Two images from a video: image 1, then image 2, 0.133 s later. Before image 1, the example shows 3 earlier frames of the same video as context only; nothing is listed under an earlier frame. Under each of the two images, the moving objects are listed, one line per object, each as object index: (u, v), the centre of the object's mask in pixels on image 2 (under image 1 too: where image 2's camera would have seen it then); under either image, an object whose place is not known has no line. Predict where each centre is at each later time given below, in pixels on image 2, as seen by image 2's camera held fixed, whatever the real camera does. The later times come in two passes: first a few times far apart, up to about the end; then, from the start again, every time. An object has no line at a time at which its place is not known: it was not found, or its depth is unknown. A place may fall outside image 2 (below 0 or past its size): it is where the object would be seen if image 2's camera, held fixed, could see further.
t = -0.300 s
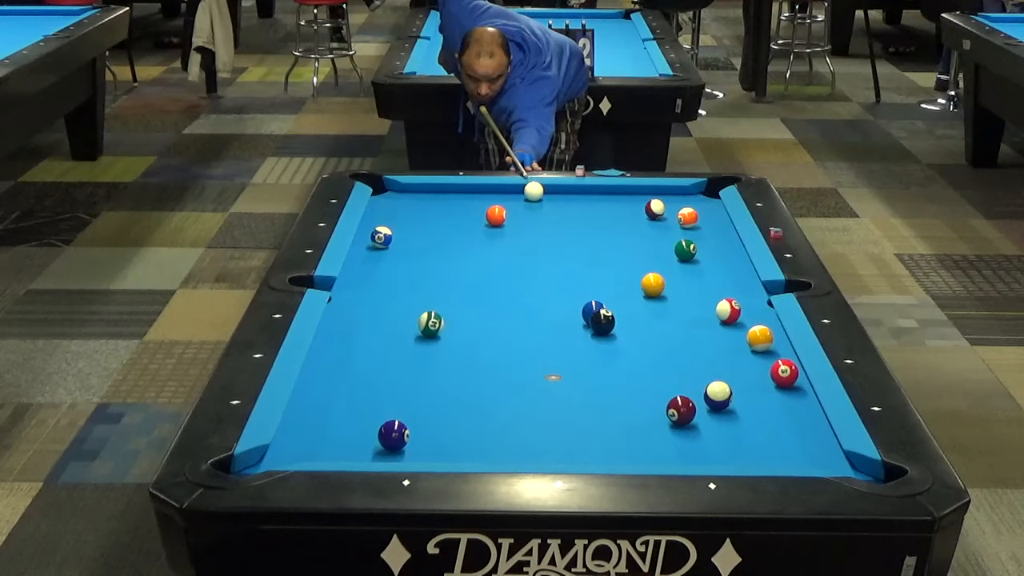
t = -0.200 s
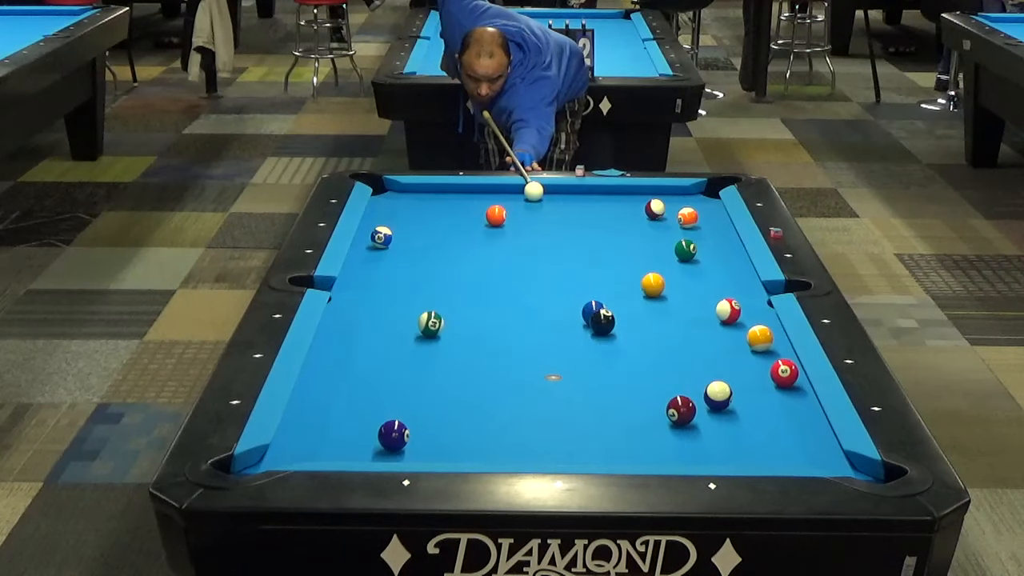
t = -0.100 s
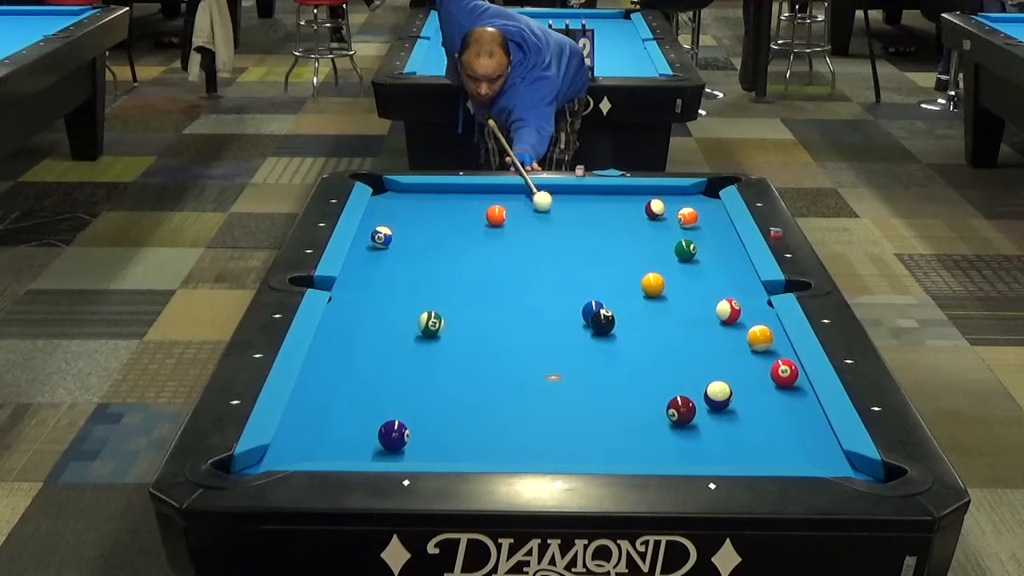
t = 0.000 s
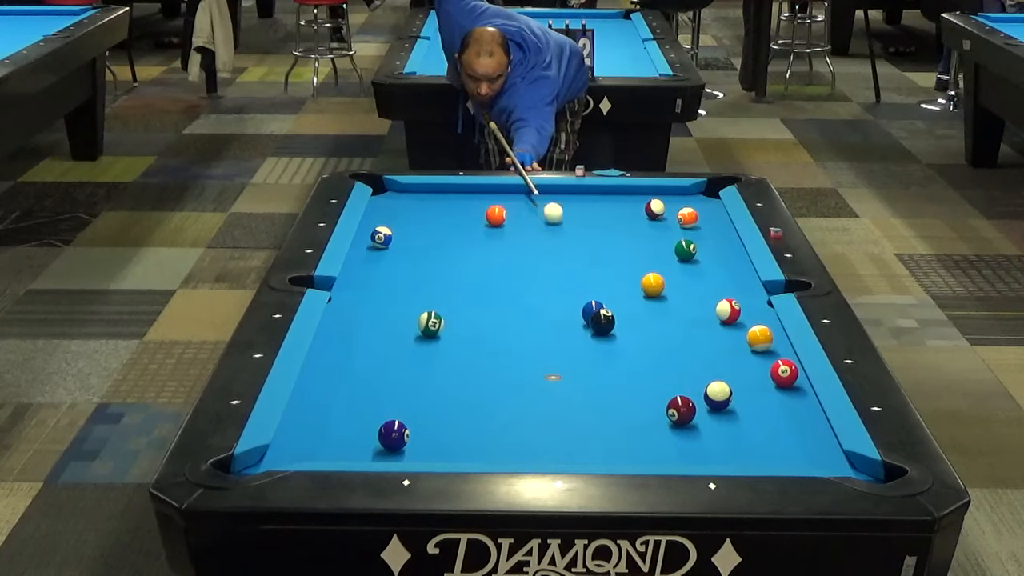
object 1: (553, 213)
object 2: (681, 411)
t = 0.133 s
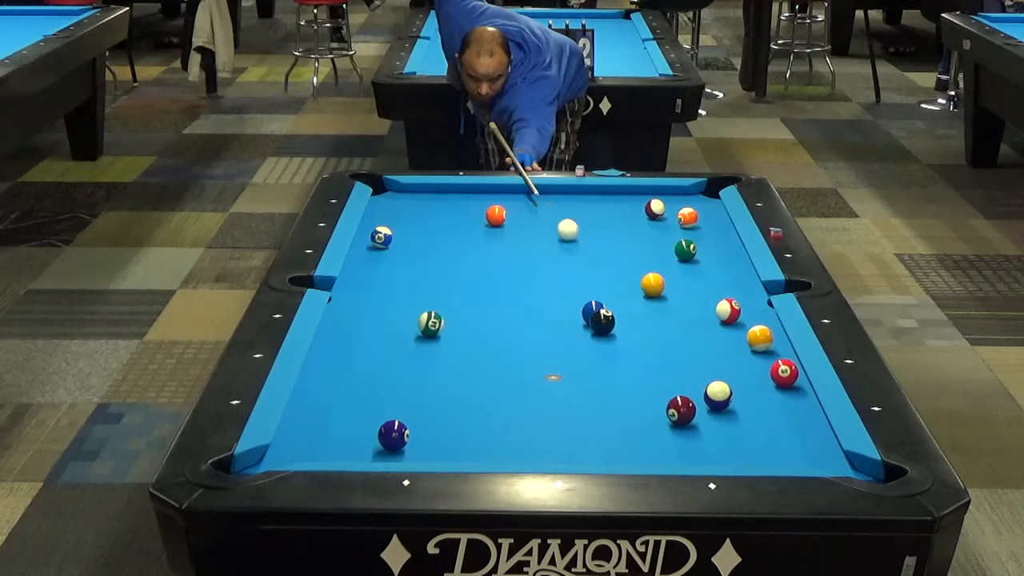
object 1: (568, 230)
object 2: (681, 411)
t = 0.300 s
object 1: (588, 253)
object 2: (681, 411)
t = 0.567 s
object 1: (624, 294)
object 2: (681, 411)
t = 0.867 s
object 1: (672, 349)
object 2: (681, 411)
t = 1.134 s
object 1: (699, 388)
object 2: (681, 411)
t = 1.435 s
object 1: (697, 400)
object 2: (678, 414)
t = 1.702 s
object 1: (700, 405)
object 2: (672, 421)
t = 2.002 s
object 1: (704, 407)
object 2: (666, 429)
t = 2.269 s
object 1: (704, 408)
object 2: (662, 434)
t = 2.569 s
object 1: (703, 408)
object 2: (658, 439)
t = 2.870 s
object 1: (703, 407)
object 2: (656, 442)
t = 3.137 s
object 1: (703, 407)
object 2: (656, 444)
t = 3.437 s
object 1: (703, 407)
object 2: (655, 444)
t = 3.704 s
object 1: (703, 408)
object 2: (655, 444)
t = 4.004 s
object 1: (703, 407)
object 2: (655, 444)
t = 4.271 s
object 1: (703, 407)
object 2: (655, 444)
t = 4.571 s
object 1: (703, 407)
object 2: (655, 444)
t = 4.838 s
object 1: (703, 407)
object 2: (655, 444)
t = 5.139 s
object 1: (703, 407)
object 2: (655, 444)
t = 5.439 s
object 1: (703, 407)
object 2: (655, 444)
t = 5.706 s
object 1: (703, 407)
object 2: (655, 444)
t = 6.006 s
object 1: (703, 407)
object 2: (655, 444)
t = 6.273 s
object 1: (703, 407)
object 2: (655, 444)
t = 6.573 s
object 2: (655, 444)
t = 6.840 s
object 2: (655, 444)
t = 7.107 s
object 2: (655, 444)
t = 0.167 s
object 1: (571, 234)
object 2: (681, 411)
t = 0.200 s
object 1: (575, 239)
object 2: (681, 411)
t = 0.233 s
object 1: (580, 243)
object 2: (681, 411)
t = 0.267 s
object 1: (583, 248)
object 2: (681, 411)
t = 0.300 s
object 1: (588, 253)
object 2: (681, 411)
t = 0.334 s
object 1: (592, 258)
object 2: (681, 411)
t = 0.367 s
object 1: (596, 263)
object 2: (681, 411)
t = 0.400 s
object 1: (601, 268)
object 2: (681, 411)
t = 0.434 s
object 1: (605, 273)
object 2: (681, 411)
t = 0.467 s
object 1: (610, 278)
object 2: (681, 411)
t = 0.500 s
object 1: (614, 283)
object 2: (681, 411)
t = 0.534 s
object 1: (619, 289)
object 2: (681, 411)
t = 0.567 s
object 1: (624, 294)
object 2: (681, 411)
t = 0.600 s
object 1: (629, 300)
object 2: (681, 411)
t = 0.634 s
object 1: (634, 306)
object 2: (681, 411)
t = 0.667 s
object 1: (639, 312)
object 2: (681, 411)
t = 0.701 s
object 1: (644, 317)
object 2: (681, 411)
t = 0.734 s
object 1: (650, 324)
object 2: (681, 411)
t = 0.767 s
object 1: (655, 330)
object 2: (681, 411)
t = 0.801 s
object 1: (661, 336)
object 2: (681, 411)
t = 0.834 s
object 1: (666, 342)
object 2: (681, 411)
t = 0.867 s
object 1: (672, 349)
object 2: (681, 411)
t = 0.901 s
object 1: (678, 356)
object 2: (681, 411)
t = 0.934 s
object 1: (684, 363)
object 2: (681, 411)
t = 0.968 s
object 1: (691, 370)
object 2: (681, 411)
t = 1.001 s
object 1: (697, 377)
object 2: (681, 411)
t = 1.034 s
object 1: (701, 383)
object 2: (681, 411)
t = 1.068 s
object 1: (702, 386)
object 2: (681, 411)
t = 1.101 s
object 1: (701, 387)
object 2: (681, 411)
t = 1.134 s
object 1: (699, 388)
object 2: (681, 411)
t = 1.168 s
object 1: (698, 390)
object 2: (681, 411)
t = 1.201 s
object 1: (698, 391)
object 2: (681, 411)
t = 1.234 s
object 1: (697, 393)
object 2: (681, 411)
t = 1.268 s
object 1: (697, 394)
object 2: (681, 411)
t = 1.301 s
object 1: (697, 396)
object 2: (681, 411)
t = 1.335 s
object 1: (697, 398)
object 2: (681, 411)
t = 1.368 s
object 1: (697, 399)
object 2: (680, 412)
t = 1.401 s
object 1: (697, 399)
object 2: (679, 413)
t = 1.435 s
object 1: (697, 400)
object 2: (678, 414)
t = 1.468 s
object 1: (698, 401)
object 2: (677, 415)
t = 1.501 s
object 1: (698, 402)
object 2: (676, 416)
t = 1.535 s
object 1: (698, 403)
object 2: (675, 417)
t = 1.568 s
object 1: (698, 403)
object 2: (674, 418)
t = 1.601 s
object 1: (699, 404)
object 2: (673, 419)
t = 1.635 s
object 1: (699, 404)
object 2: (673, 419)
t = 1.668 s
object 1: (699, 405)
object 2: (673, 420)
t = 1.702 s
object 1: (700, 405)
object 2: (672, 421)
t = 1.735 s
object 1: (700, 405)
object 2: (671, 422)
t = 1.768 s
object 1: (701, 406)
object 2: (671, 423)
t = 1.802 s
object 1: (702, 406)
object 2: (670, 424)
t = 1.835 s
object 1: (702, 406)
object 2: (669, 425)
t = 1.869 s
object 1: (702, 406)
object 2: (669, 426)
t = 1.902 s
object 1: (703, 407)
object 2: (668, 427)
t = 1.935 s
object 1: (703, 407)
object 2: (668, 427)
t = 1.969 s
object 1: (703, 407)
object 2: (667, 429)
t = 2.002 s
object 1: (704, 407)
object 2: (666, 429)
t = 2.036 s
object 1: (704, 407)
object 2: (666, 430)
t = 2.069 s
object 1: (704, 407)
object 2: (665, 431)
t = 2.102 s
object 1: (704, 408)
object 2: (665, 432)
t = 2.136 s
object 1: (704, 408)
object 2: (664, 432)
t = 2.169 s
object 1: (704, 408)
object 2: (664, 433)
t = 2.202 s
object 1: (704, 408)
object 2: (663, 433)
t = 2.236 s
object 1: (704, 408)
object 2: (663, 434)
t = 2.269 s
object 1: (704, 408)
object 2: (662, 434)
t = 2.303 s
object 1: (704, 408)
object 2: (662, 435)
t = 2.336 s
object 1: (703, 408)
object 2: (661, 436)
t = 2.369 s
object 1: (703, 408)
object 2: (661, 436)
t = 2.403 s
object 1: (703, 408)
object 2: (660, 437)
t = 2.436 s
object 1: (703, 408)
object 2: (660, 437)
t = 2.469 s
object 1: (703, 407)
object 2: (660, 438)
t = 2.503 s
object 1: (703, 408)
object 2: (660, 439)
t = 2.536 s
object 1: (703, 407)
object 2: (659, 440)
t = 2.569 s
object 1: (703, 408)
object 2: (658, 439)
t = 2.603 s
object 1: (703, 407)
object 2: (658, 440)
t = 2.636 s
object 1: (703, 407)
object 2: (658, 440)
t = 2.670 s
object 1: (703, 407)
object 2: (658, 440)
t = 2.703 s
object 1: (703, 408)
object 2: (657, 441)
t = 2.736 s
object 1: (703, 407)
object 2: (657, 441)
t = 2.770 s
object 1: (703, 408)
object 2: (657, 441)
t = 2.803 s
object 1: (703, 407)
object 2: (657, 442)
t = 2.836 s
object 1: (703, 407)
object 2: (656, 442)
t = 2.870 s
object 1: (703, 407)
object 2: (656, 442)
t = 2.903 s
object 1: (703, 407)
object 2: (656, 443)
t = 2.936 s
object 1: (703, 407)
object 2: (656, 443)
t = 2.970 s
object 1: (703, 407)
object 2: (656, 443)
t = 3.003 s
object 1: (703, 407)
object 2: (656, 443)
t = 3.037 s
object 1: (703, 407)
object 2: (656, 444)
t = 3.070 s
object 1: (703, 407)
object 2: (656, 444)
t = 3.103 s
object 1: (703, 407)
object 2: (656, 444)
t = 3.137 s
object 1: (703, 407)
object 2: (656, 444)
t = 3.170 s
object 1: (703, 408)
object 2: (656, 444)
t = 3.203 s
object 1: (703, 408)
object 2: (656, 444)
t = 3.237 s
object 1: (703, 407)
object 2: (656, 444)
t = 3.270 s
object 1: (703, 407)
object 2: (656, 444)
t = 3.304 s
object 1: (703, 407)
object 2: (655, 444)
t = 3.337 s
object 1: (703, 407)
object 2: (655, 444)
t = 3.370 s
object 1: (703, 407)
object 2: (655, 444)
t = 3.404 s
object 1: (703, 407)
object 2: (655, 444)
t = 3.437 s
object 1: (703, 407)
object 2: (655, 444)
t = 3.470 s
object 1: (703, 407)
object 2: (655, 444)
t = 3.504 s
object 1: (703, 407)
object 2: (655, 444)
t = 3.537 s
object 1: (703, 408)
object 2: (655, 444)
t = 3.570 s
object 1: (703, 408)
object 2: (655, 444)
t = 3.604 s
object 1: (703, 407)
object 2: (655, 444)
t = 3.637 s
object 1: (703, 407)
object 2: (655, 444)
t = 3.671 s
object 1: (703, 407)
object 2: (655, 444)
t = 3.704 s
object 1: (703, 408)
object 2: (655, 444)
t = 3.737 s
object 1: (703, 408)
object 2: (655, 444)
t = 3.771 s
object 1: (703, 408)
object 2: (655, 444)
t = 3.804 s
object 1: (703, 407)
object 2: (655, 444)
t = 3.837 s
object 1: (703, 407)
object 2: (655, 444)
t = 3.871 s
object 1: (703, 408)
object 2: (655, 444)
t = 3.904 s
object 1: (703, 408)
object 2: (655, 444)
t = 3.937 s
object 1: (703, 407)
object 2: (655, 444)
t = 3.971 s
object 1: (703, 407)
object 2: (655, 444)
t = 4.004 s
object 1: (703, 407)
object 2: (655, 444)
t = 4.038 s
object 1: (703, 407)
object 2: (655, 444)
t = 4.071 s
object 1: (703, 407)
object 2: (655, 444)
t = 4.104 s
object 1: (703, 407)
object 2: (655, 444)
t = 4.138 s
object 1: (703, 407)
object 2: (655, 444)
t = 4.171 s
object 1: (703, 407)
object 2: (655, 444)
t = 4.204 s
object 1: (703, 407)
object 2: (655, 444)
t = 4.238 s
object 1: (703, 407)
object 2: (655, 444)
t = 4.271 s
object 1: (703, 407)
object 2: (655, 444)
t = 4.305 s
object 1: (703, 407)
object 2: (655, 444)
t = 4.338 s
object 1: (703, 407)
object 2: (655, 444)
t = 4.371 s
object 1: (703, 407)
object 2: (655, 444)
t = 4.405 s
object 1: (703, 407)
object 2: (655, 444)
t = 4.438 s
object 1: (703, 407)
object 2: (655, 444)
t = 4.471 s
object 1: (703, 407)
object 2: (655, 444)
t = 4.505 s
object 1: (703, 407)
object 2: (655, 444)
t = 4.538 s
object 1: (703, 407)
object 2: (655, 444)
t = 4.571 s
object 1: (703, 407)
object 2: (655, 444)
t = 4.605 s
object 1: (703, 407)
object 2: (655, 444)
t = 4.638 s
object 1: (703, 407)
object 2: (655, 444)
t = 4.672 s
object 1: (703, 407)
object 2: (655, 444)
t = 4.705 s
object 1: (703, 407)
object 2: (655, 444)
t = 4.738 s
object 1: (703, 407)
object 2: (655, 444)
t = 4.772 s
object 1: (703, 407)
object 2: (655, 444)
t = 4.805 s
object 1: (703, 407)
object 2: (655, 444)
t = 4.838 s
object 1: (703, 407)
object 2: (655, 444)
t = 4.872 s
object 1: (703, 407)
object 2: (655, 444)
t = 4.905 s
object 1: (703, 407)
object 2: (655, 444)
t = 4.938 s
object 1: (703, 407)
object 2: (655, 444)
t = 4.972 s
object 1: (703, 407)
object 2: (655, 444)
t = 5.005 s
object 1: (703, 407)
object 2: (655, 444)
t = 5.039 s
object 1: (703, 407)
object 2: (655, 444)
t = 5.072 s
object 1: (703, 407)
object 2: (655, 444)
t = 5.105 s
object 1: (703, 407)
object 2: (655, 444)
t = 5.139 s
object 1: (703, 407)
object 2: (655, 444)
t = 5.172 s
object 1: (703, 407)
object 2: (655, 444)
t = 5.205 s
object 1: (703, 407)
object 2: (655, 444)
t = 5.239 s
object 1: (703, 407)
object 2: (655, 444)
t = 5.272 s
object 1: (703, 407)
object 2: (655, 444)
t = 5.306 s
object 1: (703, 407)
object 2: (655, 444)
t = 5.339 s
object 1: (703, 407)
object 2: (655, 444)
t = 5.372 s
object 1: (703, 407)
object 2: (655, 444)
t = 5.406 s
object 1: (703, 407)
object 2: (655, 444)
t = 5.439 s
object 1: (703, 407)
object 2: (655, 444)
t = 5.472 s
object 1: (703, 407)
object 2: (655, 444)
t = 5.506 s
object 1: (703, 407)
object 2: (655, 444)
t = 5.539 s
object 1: (703, 407)
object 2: (655, 444)
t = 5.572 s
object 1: (703, 407)
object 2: (655, 444)
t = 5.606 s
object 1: (703, 407)
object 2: (655, 444)
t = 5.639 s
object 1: (703, 407)
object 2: (655, 444)
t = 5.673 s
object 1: (703, 407)
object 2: (655, 444)
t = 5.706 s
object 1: (703, 407)
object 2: (655, 444)
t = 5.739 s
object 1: (703, 407)
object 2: (655, 444)
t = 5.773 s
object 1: (703, 407)
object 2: (655, 444)
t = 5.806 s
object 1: (703, 407)
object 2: (655, 444)
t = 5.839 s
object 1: (703, 407)
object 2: (655, 444)
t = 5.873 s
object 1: (703, 407)
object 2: (655, 444)
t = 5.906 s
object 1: (703, 407)
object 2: (655, 444)
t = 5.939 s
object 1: (703, 407)
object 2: (655, 444)
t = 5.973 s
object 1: (703, 407)
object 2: (655, 444)
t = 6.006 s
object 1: (703, 407)
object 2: (655, 444)
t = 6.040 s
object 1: (703, 407)
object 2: (655, 444)
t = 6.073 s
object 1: (703, 407)
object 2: (655, 444)
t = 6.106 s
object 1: (703, 407)
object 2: (655, 444)
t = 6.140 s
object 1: (703, 407)
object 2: (655, 444)
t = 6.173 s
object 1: (703, 407)
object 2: (655, 444)
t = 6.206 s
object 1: (703, 407)
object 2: (655, 444)
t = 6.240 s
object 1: (703, 407)
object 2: (655, 444)
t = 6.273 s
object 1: (703, 407)
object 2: (655, 444)
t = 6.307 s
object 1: (703, 407)
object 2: (655, 444)
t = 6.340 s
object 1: (703, 407)
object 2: (655, 444)
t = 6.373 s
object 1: (703, 407)
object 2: (655, 444)
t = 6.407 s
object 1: (703, 407)
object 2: (655, 444)
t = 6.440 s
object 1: (703, 407)
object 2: (655, 444)
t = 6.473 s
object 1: (703, 407)
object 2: (655, 444)
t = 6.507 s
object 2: (655, 444)
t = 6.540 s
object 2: (655, 444)
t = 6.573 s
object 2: (655, 444)
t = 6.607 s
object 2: (655, 444)
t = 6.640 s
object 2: (655, 444)
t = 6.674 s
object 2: (655, 444)
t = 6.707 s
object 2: (655, 444)
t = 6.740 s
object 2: (655, 444)
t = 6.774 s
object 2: (655, 444)
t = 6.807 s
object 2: (655, 444)
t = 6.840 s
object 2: (655, 444)
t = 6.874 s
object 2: (655, 444)
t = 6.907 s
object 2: (655, 444)
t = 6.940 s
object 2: (655, 444)
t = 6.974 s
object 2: (655, 444)
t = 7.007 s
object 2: (655, 444)
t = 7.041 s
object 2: (655, 444)
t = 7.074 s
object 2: (655, 444)
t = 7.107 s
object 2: (655, 444)
